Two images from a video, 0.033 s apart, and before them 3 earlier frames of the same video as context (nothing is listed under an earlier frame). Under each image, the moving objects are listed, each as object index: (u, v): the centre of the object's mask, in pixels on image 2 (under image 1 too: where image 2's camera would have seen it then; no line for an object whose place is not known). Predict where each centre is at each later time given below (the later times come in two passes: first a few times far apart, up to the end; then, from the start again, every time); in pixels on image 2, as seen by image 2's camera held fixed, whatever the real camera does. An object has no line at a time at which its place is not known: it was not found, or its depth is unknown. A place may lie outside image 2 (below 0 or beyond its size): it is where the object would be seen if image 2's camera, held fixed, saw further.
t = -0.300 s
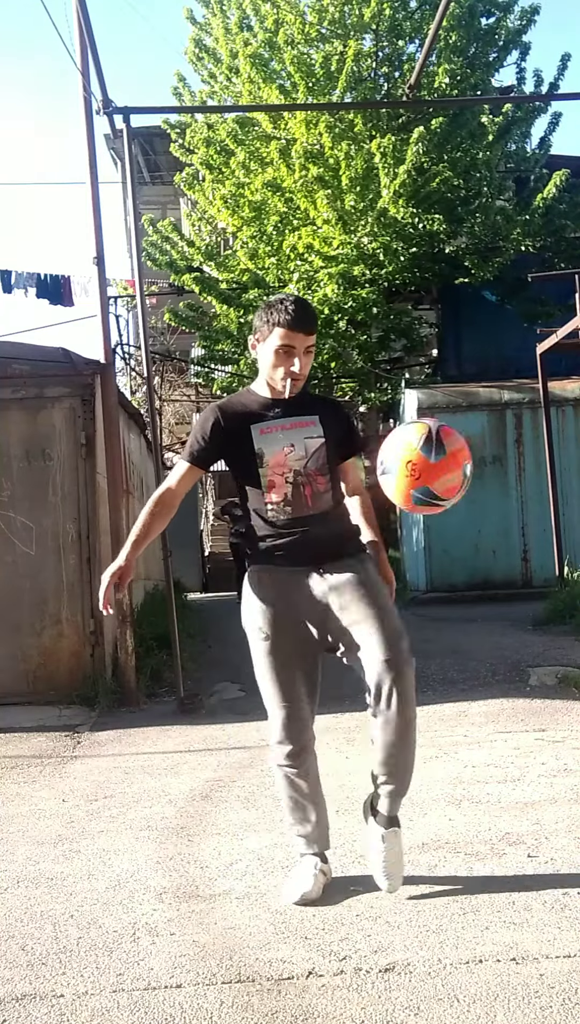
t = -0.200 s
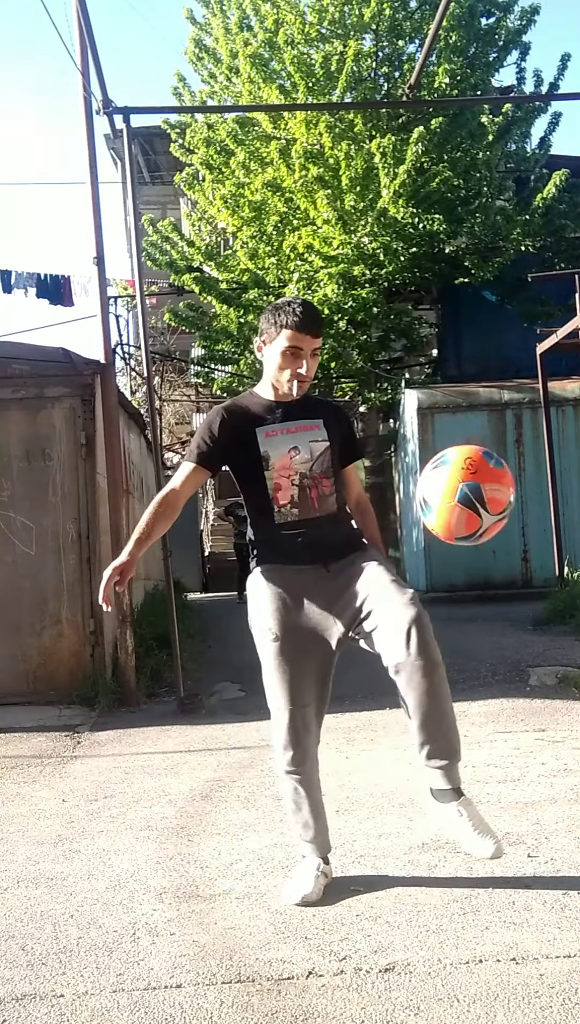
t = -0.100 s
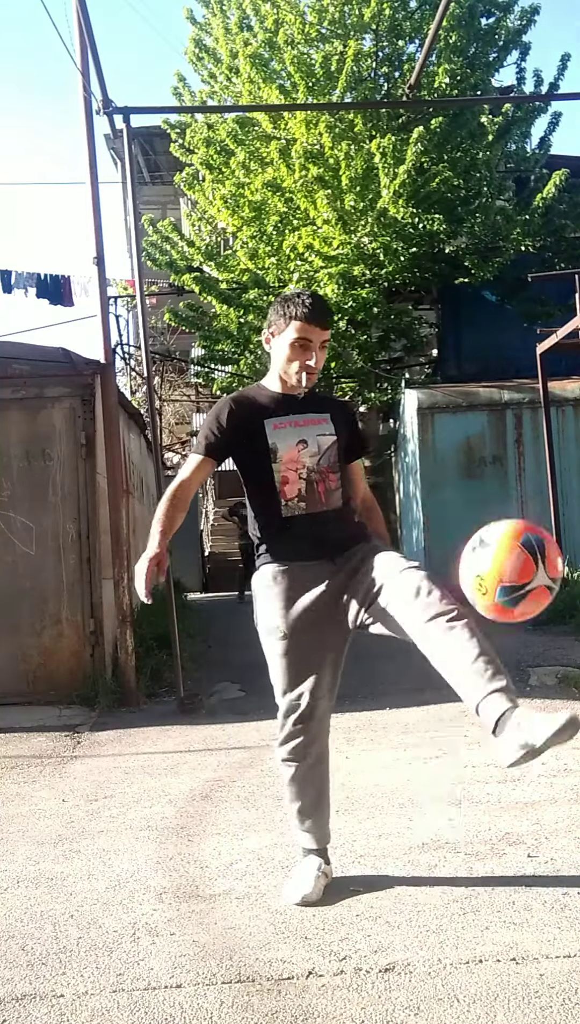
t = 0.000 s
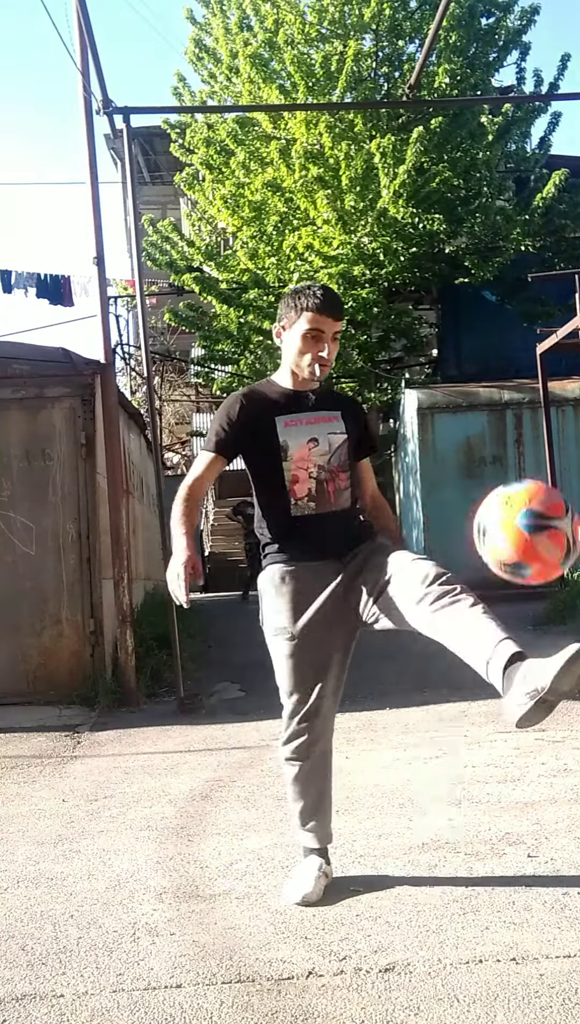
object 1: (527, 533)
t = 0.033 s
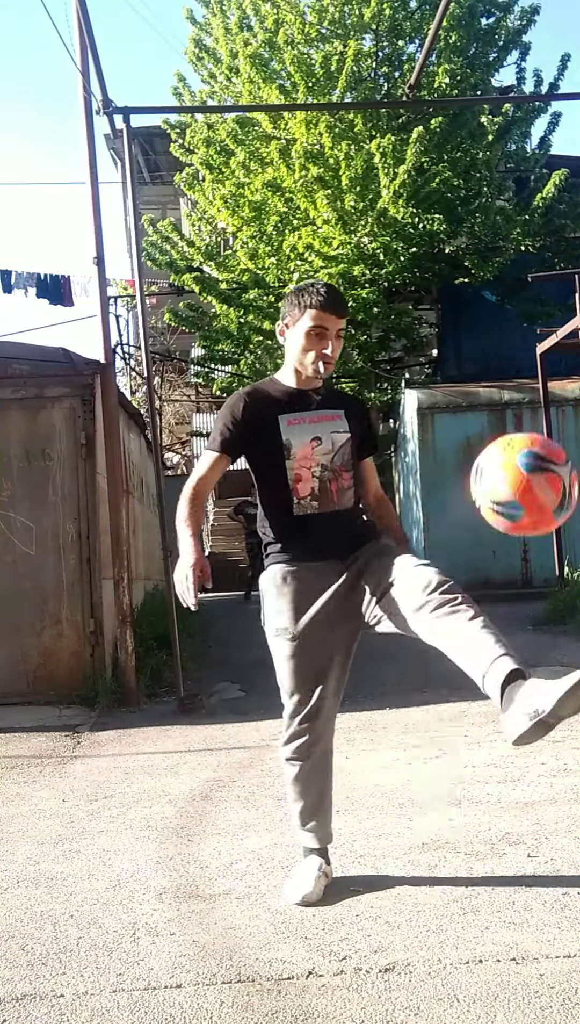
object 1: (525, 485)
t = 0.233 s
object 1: (512, 305)
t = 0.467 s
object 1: (513, 322)
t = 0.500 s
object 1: (515, 344)
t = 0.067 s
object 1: (522, 442)
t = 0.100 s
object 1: (519, 405)
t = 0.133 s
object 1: (517, 373)
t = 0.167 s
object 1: (515, 345)
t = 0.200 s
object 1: (514, 323)
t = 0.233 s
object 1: (512, 305)
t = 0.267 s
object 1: (512, 293)
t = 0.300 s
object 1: (511, 286)
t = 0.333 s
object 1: (511, 283)
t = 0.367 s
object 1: (511, 286)
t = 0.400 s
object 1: (511, 293)
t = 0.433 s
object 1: (512, 305)
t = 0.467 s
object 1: (513, 322)
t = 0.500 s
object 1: (515, 344)
